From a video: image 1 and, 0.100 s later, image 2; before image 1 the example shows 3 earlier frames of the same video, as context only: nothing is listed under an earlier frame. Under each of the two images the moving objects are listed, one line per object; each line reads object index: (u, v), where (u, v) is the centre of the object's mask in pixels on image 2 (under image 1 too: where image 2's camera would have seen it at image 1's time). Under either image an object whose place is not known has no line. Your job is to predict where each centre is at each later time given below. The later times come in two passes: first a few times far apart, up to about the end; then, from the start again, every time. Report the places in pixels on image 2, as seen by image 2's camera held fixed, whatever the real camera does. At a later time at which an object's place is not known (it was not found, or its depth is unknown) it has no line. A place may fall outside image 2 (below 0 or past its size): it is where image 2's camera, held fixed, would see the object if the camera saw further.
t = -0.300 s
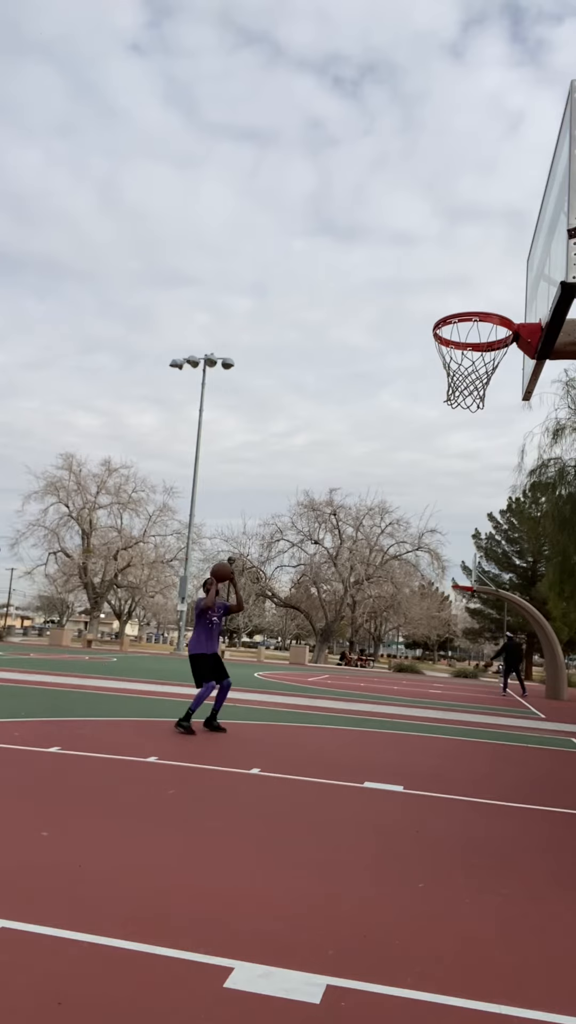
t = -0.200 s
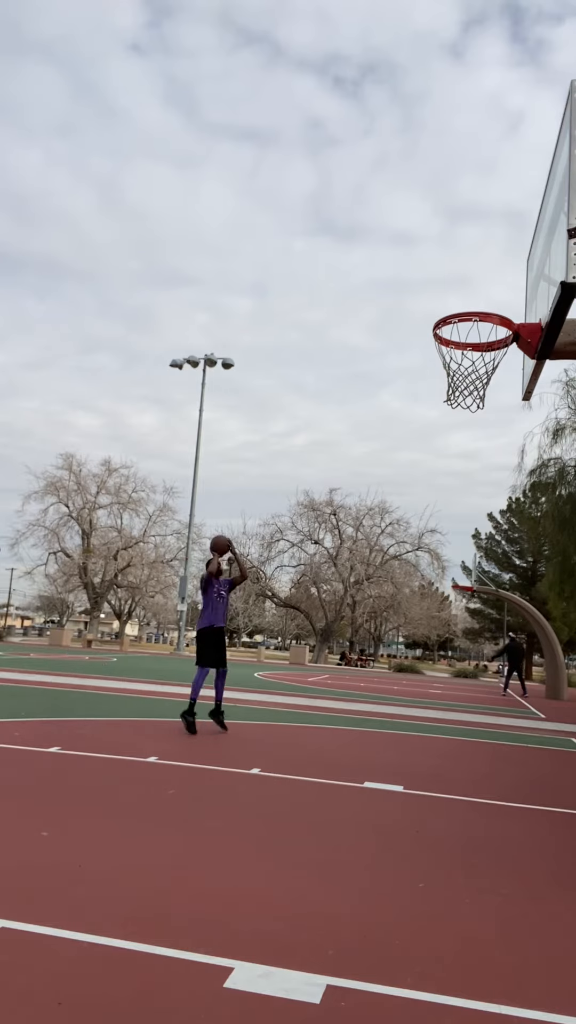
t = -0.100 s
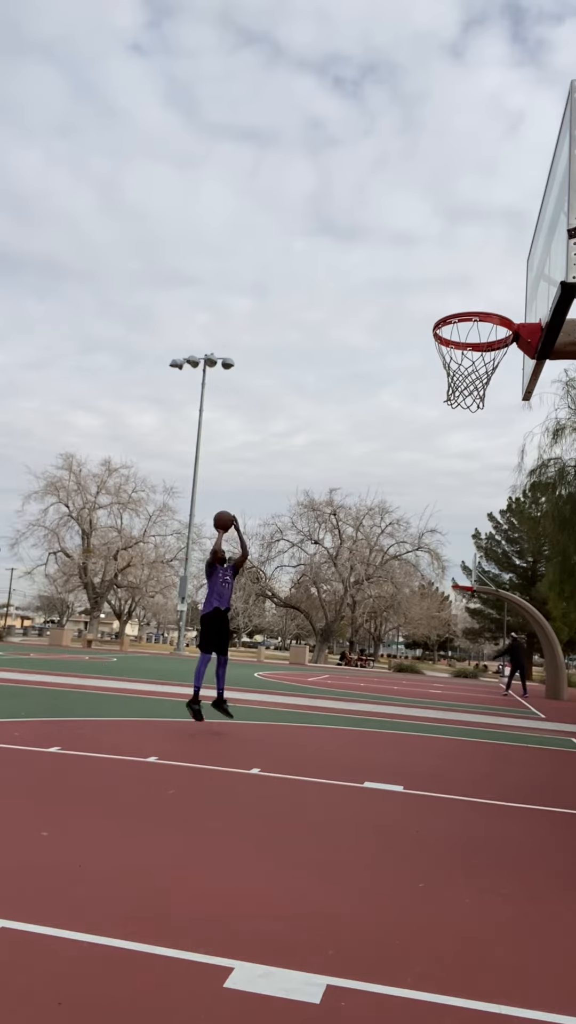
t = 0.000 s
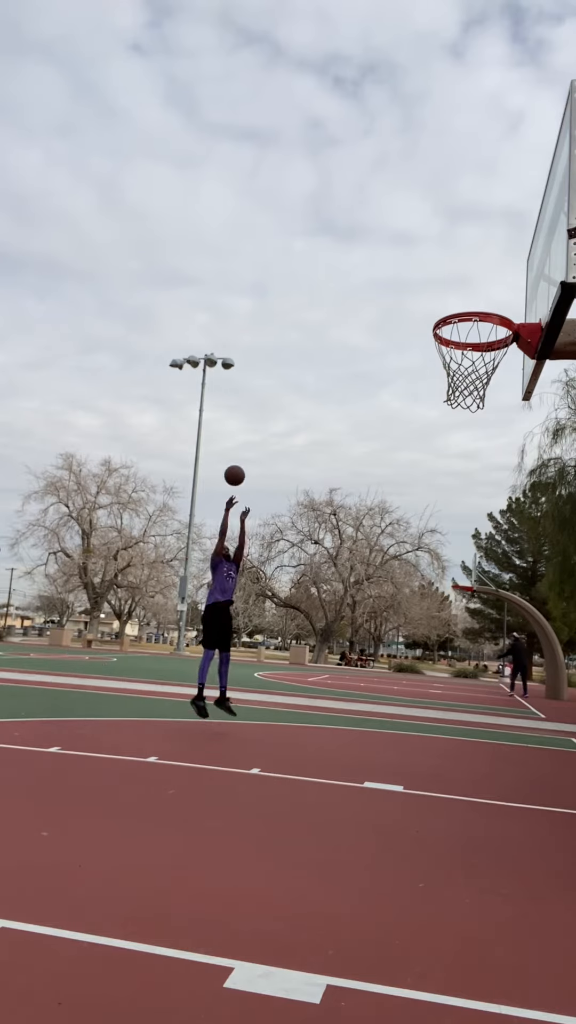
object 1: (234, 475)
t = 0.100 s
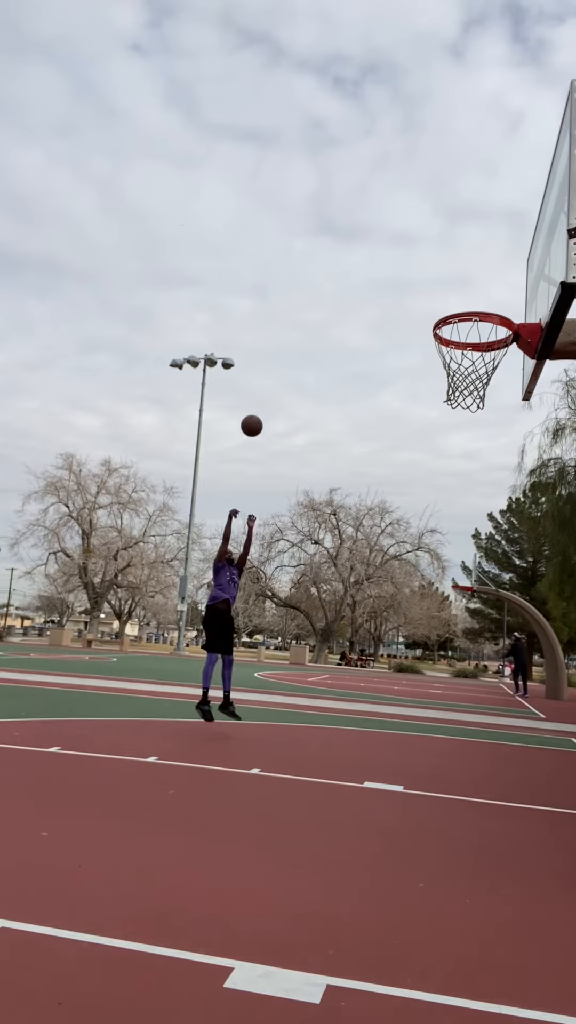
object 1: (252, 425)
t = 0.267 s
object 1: (281, 355)
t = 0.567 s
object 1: (344, 269)
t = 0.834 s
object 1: (414, 259)
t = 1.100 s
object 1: (472, 338)
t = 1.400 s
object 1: (482, 380)
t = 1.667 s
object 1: (445, 457)
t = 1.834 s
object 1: (420, 565)
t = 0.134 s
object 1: (258, 410)
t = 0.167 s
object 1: (263, 396)
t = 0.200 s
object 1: (269, 382)
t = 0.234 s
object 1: (275, 368)
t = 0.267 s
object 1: (281, 355)
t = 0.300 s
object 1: (288, 343)
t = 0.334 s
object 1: (294, 331)
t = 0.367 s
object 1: (301, 320)
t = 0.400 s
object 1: (308, 310)
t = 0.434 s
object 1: (315, 300)
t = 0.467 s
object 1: (322, 291)
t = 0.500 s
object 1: (329, 283)
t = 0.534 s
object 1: (336, 276)
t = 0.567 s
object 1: (344, 269)
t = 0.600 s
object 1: (351, 264)
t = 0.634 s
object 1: (359, 260)
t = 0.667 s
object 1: (367, 257)
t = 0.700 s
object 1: (376, 255)
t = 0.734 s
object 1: (385, 254)
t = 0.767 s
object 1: (394, 254)
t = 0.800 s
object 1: (404, 256)
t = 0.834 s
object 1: (414, 259)
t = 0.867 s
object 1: (425, 264)
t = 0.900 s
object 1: (436, 270)
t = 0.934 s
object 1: (447, 279)
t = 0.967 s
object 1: (459, 290)
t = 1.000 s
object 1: (472, 299)
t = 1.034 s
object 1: (480, 322)
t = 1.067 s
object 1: (477, 337)
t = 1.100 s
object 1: (472, 338)
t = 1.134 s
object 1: (467, 335)
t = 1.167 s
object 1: (467, 335)
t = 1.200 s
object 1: (476, 339)
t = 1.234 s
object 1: (485, 346)
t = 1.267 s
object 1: (493, 356)
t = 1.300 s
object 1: (492, 365)
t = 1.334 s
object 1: (490, 371)
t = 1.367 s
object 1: (487, 374)
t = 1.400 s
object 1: (482, 380)
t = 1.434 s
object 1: (478, 384)
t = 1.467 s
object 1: (474, 390)
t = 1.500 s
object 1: (470, 397)
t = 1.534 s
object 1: (464, 405)
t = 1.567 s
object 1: (460, 416)
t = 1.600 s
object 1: (455, 428)
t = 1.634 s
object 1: (450, 442)
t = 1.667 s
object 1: (445, 457)
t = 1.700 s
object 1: (440, 475)
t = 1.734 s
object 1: (435, 495)
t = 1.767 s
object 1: (430, 516)
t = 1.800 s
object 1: (425, 539)
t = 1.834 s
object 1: (420, 565)
